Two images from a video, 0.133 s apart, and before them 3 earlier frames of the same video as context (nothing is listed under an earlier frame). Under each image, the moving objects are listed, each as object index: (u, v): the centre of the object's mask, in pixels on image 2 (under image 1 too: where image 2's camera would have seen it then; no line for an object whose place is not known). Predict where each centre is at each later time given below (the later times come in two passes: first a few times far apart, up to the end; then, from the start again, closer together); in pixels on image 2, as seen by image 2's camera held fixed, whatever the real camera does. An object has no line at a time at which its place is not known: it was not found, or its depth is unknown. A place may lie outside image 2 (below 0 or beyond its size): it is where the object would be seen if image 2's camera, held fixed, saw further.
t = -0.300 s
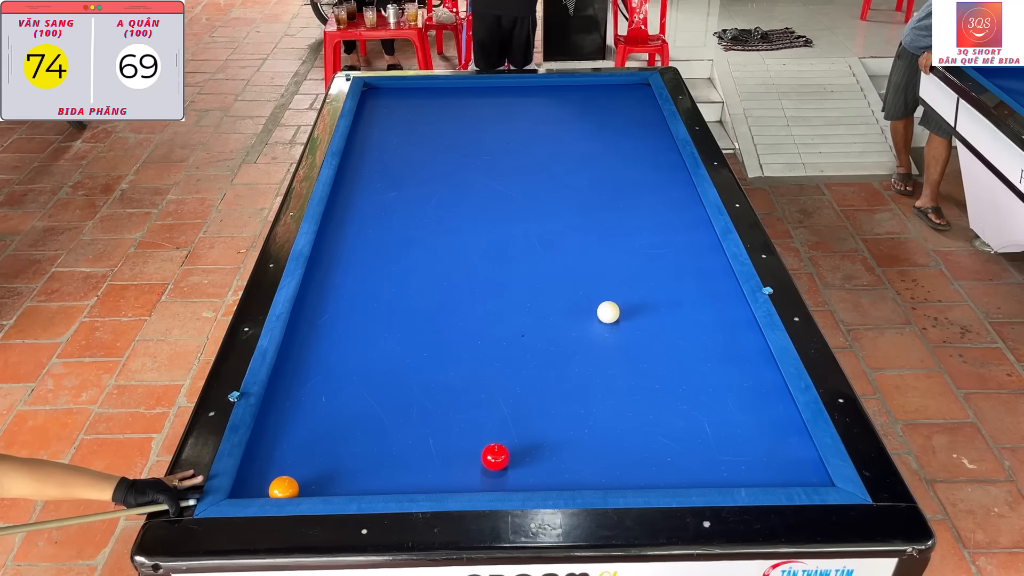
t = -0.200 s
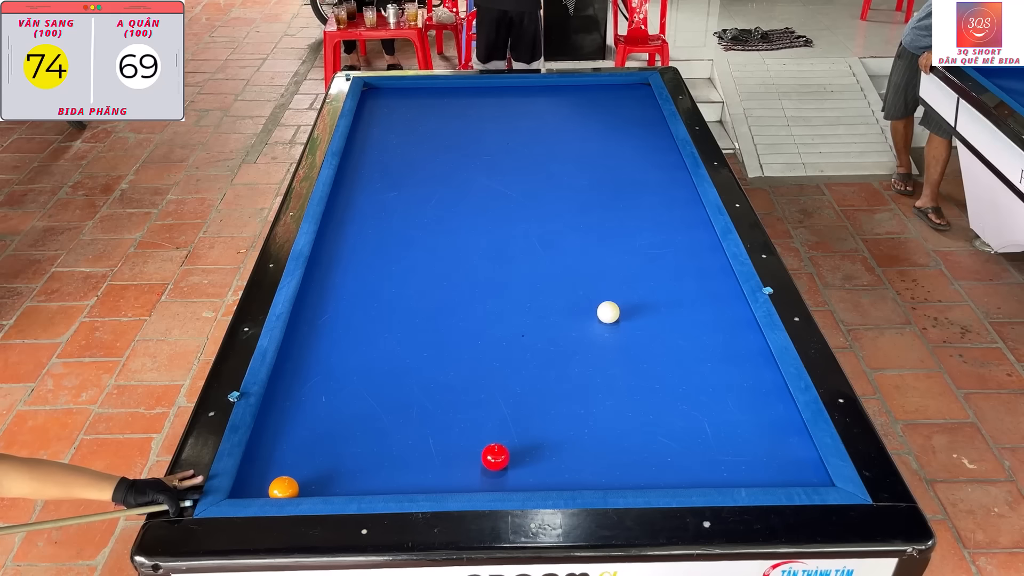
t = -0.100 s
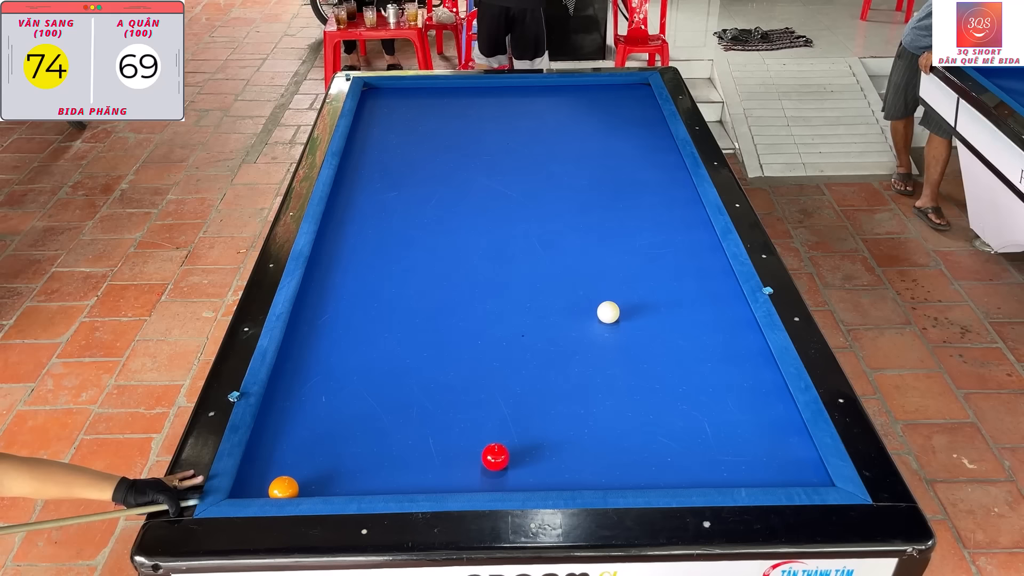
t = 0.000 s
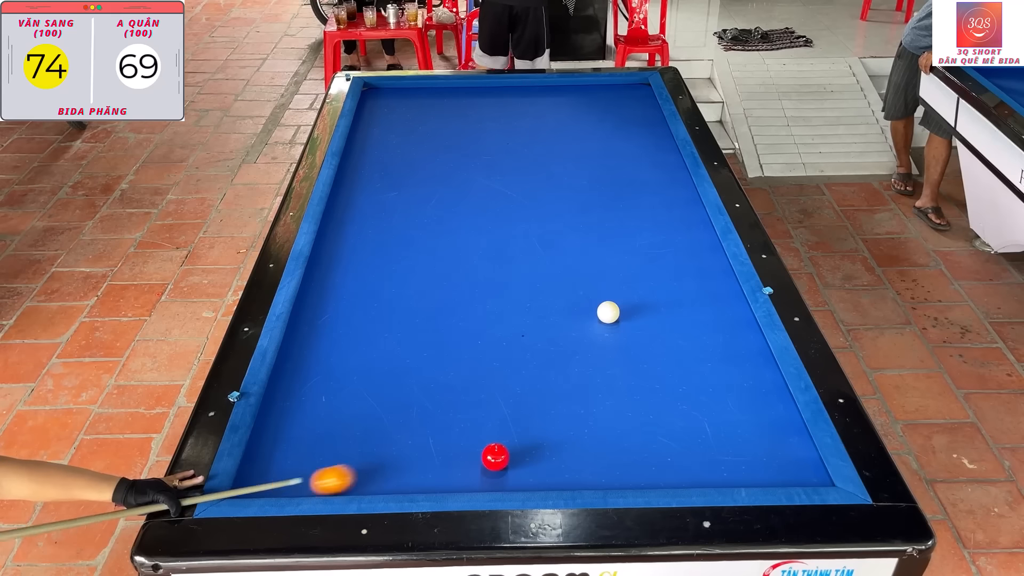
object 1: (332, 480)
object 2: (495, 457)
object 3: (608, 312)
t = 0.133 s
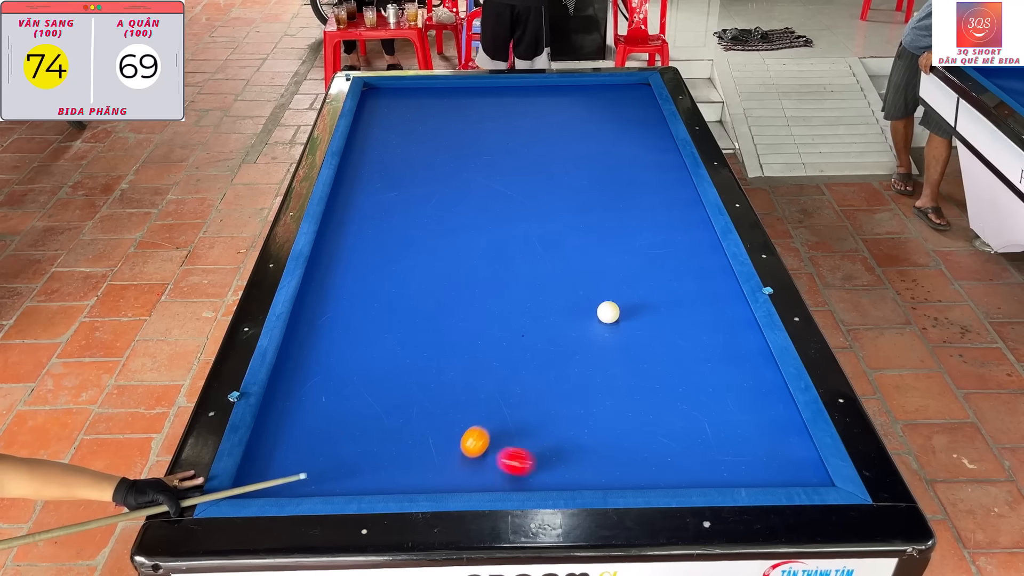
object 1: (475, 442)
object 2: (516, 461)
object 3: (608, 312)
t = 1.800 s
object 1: (631, 228)
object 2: (432, 325)
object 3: (576, 196)
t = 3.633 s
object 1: (666, 146)
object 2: (435, 245)
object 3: (401, 117)
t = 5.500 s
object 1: (619, 108)
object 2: (560, 203)
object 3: (413, 89)
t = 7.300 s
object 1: (588, 88)
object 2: (635, 178)
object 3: (445, 100)
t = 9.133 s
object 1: (578, 85)
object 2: (674, 161)
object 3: (456, 103)
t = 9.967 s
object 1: (578, 85)
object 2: (671, 158)
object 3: (456, 103)
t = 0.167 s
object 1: (484, 428)
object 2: (547, 468)
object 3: (608, 312)
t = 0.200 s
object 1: (493, 415)
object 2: (578, 474)
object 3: (608, 312)
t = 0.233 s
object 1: (502, 403)
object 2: (608, 478)
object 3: (608, 312)
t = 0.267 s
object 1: (512, 391)
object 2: (637, 479)
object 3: (608, 312)
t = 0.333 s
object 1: (533, 369)
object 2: (681, 470)
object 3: (608, 312)
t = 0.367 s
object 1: (544, 359)
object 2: (703, 464)
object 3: (608, 312)
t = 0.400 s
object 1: (555, 349)
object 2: (723, 458)
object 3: (608, 312)
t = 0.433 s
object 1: (566, 339)
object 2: (742, 453)
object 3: (608, 312)
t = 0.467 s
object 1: (578, 330)
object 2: (760, 449)
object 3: (608, 312)
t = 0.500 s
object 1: (589, 322)
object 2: (778, 444)
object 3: (609, 312)
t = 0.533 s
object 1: (591, 319)
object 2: (794, 440)
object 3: (619, 306)
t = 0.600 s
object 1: (589, 315)
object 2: (775, 432)
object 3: (643, 294)
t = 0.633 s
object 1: (588, 313)
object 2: (760, 429)
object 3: (654, 288)
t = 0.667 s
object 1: (589, 311)
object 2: (745, 425)
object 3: (664, 283)
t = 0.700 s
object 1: (589, 308)
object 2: (732, 421)
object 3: (674, 278)
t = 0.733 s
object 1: (591, 306)
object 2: (719, 418)
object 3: (683, 273)
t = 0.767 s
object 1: (592, 303)
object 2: (707, 414)
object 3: (692, 269)
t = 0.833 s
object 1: (595, 297)
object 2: (685, 408)
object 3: (708, 260)
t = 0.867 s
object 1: (596, 294)
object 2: (675, 404)
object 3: (715, 256)
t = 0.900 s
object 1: (598, 291)
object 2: (664, 401)
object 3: (712, 253)
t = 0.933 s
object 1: (599, 289)
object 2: (654, 398)
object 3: (704, 251)
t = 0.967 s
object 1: (601, 286)
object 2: (644, 394)
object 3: (697, 249)
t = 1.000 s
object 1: (602, 283)
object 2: (635, 391)
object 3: (690, 246)
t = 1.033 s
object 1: (603, 281)
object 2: (625, 388)
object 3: (684, 244)
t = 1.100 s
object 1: (606, 276)
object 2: (606, 382)
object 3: (673, 239)
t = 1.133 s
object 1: (607, 273)
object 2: (597, 379)
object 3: (668, 237)
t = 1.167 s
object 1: (609, 271)
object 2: (588, 376)
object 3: (663, 235)
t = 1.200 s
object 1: (610, 268)
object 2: (579, 373)
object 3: (657, 232)
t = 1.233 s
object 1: (611, 266)
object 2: (569, 370)
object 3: (653, 230)
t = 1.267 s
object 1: (613, 263)
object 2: (561, 367)
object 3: (647, 228)
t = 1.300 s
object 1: (614, 261)
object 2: (552, 364)
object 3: (643, 226)
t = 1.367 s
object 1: (616, 256)
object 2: (535, 359)
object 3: (633, 222)
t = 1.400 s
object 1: (618, 254)
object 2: (526, 356)
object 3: (628, 220)
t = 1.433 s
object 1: (619, 251)
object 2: (518, 353)
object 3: (623, 217)
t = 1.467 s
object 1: (620, 249)
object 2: (510, 350)
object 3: (619, 215)
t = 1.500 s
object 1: (621, 247)
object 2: (502, 348)
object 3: (614, 213)
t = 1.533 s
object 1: (622, 245)
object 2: (494, 345)
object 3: (610, 211)
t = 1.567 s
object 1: (623, 243)
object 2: (486, 342)
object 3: (605, 209)
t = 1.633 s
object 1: (626, 238)
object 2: (470, 338)
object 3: (597, 205)
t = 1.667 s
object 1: (627, 236)
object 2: (462, 335)
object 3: (592, 203)
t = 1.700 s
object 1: (628, 234)
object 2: (455, 332)
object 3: (588, 202)
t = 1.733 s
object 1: (629, 232)
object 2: (447, 330)
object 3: (584, 200)
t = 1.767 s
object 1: (630, 230)
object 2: (440, 327)
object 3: (580, 198)
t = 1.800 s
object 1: (631, 228)
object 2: (432, 325)
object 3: (576, 196)
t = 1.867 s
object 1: (633, 224)
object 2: (417, 320)
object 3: (568, 192)
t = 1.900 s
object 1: (634, 222)
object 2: (410, 318)
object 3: (564, 191)
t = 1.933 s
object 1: (635, 220)
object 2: (403, 316)
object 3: (560, 189)
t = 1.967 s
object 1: (636, 218)
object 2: (396, 313)
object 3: (556, 187)
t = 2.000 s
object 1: (637, 217)
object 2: (389, 311)
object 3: (552, 185)
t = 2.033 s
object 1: (638, 215)
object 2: (382, 309)
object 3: (548, 183)
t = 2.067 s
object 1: (639, 213)
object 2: (375, 307)
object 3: (544, 182)
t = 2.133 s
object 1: (641, 209)
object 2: (362, 302)
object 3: (537, 178)
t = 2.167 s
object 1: (642, 208)
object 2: (355, 300)
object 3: (533, 177)
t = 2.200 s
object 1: (643, 206)
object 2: (349, 298)
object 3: (530, 175)
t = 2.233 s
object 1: (644, 204)
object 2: (342, 296)
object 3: (526, 173)
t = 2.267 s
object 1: (645, 202)
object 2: (336, 294)
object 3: (522, 172)
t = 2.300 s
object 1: (646, 201)
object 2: (329, 292)
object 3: (519, 170)
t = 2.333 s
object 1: (647, 199)
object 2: (323, 290)
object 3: (515, 169)
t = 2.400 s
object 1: (648, 196)
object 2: (310, 285)
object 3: (508, 165)
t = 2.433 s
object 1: (649, 194)
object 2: (314, 284)
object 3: (505, 164)
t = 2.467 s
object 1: (650, 192)
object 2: (320, 283)
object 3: (502, 162)
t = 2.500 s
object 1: (651, 191)
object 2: (325, 282)
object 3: (499, 161)
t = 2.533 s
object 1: (652, 189)
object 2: (329, 280)
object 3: (495, 159)
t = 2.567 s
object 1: (653, 188)
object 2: (333, 279)
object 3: (492, 158)
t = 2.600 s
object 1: (654, 186)
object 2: (336, 278)
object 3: (488, 156)
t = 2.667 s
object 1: (655, 183)
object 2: (344, 275)
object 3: (482, 154)
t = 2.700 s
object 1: (656, 182)
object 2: (347, 274)
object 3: (479, 152)
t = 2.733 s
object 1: (657, 180)
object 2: (351, 273)
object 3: (476, 151)
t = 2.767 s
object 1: (658, 178)
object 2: (354, 272)
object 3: (473, 149)
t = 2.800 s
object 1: (658, 177)
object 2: (358, 271)
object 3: (470, 148)
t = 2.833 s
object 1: (659, 176)
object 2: (361, 269)
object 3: (467, 146)
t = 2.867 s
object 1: (660, 174)
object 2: (365, 268)
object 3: (464, 145)
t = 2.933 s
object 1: (661, 172)
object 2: (371, 266)
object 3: (458, 143)
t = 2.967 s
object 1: (662, 170)
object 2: (375, 265)
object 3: (454, 141)
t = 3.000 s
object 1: (663, 169)
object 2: (378, 264)
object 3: (452, 140)
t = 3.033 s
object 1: (664, 167)
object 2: (381, 263)
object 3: (449, 139)
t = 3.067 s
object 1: (664, 166)
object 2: (384, 262)
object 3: (446, 137)
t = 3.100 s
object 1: (665, 165)
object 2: (388, 260)
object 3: (443, 136)
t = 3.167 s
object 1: (666, 162)
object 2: (394, 258)
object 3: (437, 133)
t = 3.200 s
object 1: (667, 161)
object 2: (397, 257)
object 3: (435, 132)
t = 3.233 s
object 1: (667, 159)
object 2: (400, 256)
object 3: (432, 131)
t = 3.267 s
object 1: (668, 158)
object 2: (403, 255)
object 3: (429, 130)
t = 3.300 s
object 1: (669, 157)
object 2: (407, 254)
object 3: (426, 129)
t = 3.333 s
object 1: (670, 156)
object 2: (409, 253)
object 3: (424, 127)
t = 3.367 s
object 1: (670, 154)
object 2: (412, 252)
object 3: (421, 126)
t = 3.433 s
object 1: (671, 152)
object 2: (418, 250)
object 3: (416, 124)
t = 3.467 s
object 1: (671, 151)
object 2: (421, 249)
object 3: (413, 123)
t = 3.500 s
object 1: (670, 150)
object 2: (424, 248)
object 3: (411, 121)
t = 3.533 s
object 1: (669, 149)
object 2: (427, 247)
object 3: (408, 120)
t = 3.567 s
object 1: (668, 148)
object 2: (430, 246)
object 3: (406, 119)
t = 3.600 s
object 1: (667, 147)
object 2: (433, 246)
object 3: (403, 118)
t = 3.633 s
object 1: (666, 146)
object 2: (435, 245)
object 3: (401, 117)
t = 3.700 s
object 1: (664, 144)
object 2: (441, 243)
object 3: (396, 115)
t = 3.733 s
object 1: (663, 144)
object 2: (444, 242)
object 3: (393, 114)
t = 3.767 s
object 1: (662, 143)
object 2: (447, 241)
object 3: (391, 113)
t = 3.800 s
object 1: (661, 142)
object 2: (449, 240)
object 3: (389, 111)
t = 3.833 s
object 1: (660, 141)
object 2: (452, 239)
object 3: (386, 110)
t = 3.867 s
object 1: (659, 140)
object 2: (454, 238)
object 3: (384, 109)
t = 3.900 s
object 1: (658, 139)
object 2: (457, 238)
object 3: (381, 108)
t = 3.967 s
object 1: (656, 138)
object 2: (462, 236)
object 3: (377, 106)
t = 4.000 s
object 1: (655, 137)
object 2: (465, 235)
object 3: (375, 105)
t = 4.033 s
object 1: (654, 136)
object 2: (467, 234)
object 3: (372, 104)
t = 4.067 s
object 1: (653, 135)
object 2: (470, 233)
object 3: (370, 103)
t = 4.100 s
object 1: (652, 134)
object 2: (472, 232)
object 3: (368, 102)
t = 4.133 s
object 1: (651, 134)
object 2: (475, 232)
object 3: (366, 101)
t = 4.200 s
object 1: (649, 132)
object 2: (480, 230)
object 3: (368, 100)
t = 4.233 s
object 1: (648, 131)
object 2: (482, 229)
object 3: (370, 99)
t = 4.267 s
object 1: (647, 131)
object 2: (484, 228)
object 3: (371, 99)
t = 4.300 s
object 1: (647, 130)
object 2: (487, 228)
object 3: (373, 98)
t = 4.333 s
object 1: (646, 129)
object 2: (489, 227)
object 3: (374, 97)
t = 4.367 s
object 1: (645, 128)
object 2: (491, 226)
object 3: (376, 97)
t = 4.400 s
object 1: (644, 128)
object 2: (494, 225)
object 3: (377, 96)
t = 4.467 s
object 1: (642, 126)
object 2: (498, 224)
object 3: (380, 95)
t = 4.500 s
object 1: (641, 125)
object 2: (501, 223)
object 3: (382, 94)
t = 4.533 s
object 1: (641, 125)
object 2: (503, 222)
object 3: (383, 93)
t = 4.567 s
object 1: (640, 124)
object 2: (505, 221)
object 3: (385, 93)
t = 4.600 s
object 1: (639, 124)
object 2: (507, 221)
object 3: (386, 92)
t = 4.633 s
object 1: (638, 123)
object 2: (509, 220)
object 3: (387, 92)
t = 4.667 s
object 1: (637, 122)
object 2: (512, 219)
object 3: (389, 91)
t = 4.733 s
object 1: (636, 121)
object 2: (516, 218)
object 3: (391, 90)
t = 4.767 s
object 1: (635, 120)
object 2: (518, 217)
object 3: (393, 89)
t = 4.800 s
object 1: (634, 120)
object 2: (520, 217)
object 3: (394, 89)
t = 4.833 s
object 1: (634, 119)
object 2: (522, 216)
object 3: (395, 88)
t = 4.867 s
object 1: (633, 118)
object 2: (524, 215)
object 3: (397, 88)
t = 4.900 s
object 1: (632, 118)
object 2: (526, 214)
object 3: (398, 87)
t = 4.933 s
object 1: (631, 117)
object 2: (528, 214)
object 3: (399, 86)
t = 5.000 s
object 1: (630, 116)
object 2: (532, 212)
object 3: (402, 85)
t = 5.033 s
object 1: (629, 115)
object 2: (534, 212)
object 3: (402, 86)
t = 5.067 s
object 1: (628, 115)
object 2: (536, 211)
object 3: (403, 86)
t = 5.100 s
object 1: (628, 114)
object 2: (538, 210)
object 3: (404, 86)
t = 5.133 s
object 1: (627, 114)
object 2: (540, 210)
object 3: (405, 86)
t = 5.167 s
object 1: (626, 113)
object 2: (542, 209)
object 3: (406, 87)
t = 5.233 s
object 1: (625, 112)
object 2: (546, 208)
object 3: (407, 87)
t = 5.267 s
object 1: (624, 111)
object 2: (547, 207)
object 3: (408, 87)
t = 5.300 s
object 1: (623, 111)
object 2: (549, 207)
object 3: (409, 88)
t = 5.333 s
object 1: (623, 110)
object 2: (551, 206)
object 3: (409, 88)
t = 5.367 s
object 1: (622, 110)
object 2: (553, 205)
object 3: (410, 88)
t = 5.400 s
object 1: (621, 109)
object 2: (555, 205)
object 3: (411, 89)
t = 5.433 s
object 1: (621, 109)
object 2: (556, 204)
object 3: (411, 89)
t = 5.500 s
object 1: (619, 108)
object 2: (560, 203)
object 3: (413, 89)
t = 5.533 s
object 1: (619, 107)
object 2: (562, 202)
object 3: (414, 90)
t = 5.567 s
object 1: (618, 107)
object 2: (563, 202)
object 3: (414, 90)
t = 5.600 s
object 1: (617, 106)
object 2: (565, 201)
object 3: (415, 90)
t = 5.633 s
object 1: (616, 106)
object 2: (567, 201)
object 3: (416, 90)
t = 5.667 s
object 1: (616, 105)
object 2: (568, 200)
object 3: (417, 91)
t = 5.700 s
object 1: (615, 105)
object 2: (570, 200)
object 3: (417, 91)
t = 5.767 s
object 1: (614, 104)
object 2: (573, 198)
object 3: (419, 91)
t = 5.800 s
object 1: (613, 103)
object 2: (575, 198)
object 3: (419, 91)
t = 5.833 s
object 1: (613, 103)
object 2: (576, 197)
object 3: (420, 92)
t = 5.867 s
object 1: (612, 103)
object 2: (578, 197)
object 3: (421, 92)
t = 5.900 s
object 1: (611, 102)
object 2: (580, 196)
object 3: (421, 92)
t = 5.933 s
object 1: (610, 102)
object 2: (581, 196)
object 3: (422, 92)
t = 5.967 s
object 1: (610, 101)
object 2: (583, 195)
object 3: (423, 93)
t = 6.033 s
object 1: (609, 100)
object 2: (586, 194)
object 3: (424, 93)
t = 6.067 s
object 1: (608, 100)
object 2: (587, 194)
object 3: (425, 93)
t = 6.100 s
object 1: (607, 100)
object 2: (589, 193)
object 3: (425, 93)
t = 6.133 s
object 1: (607, 99)
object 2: (590, 193)
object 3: (426, 94)
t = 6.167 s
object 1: (606, 99)
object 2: (592, 192)
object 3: (427, 94)
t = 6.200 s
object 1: (605, 98)
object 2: (593, 192)
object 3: (427, 94)
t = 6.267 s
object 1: (604, 98)
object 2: (596, 191)
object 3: (429, 95)
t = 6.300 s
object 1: (604, 97)
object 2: (598, 190)
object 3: (429, 95)
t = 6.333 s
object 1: (603, 97)
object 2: (599, 190)
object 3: (430, 95)
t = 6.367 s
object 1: (602, 96)
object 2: (601, 189)
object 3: (431, 95)
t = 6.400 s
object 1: (602, 96)
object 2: (602, 189)
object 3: (431, 95)
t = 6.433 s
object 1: (601, 96)
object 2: (603, 188)
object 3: (432, 96)
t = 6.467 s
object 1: (601, 95)
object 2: (605, 188)
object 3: (432, 96)
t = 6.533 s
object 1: (600, 95)
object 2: (608, 187)
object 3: (433, 96)
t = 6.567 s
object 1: (599, 94)
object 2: (609, 187)
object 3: (434, 96)
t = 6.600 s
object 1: (598, 94)
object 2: (610, 186)
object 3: (435, 96)
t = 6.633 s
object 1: (598, 94)
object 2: (612, 186)
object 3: (435, 97)
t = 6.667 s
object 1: (597, 93)
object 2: (613, 185)
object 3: (436, 97)
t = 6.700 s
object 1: (597, 93)
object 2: (614, 185)
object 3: (436, 97)
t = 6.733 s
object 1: (596, 93)
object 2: (615, 185)
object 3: (437, 97)
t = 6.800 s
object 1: (595, 92)
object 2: (618, 184)
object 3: (438, 97)
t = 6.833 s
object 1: (595, 92)
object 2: (619, 183)
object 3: (439, 98)
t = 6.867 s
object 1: (594, 91)
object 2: (620, 183)
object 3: (439, 98)
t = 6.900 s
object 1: (594, 91)
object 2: (622, 183)
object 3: (440, 98)
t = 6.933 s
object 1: (593, 91)
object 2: (623, 182)
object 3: (440, 98)
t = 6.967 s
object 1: (593, 91)
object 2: (624, 182)
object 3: (441, 98)
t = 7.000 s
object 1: (592, 90)
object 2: (625, 181)
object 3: (441, 98)
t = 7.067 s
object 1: (591, 89)
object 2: (627, 180)
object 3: (442, 99)
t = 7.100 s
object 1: (591, 89)
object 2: (628, 180)
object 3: (443, 99)
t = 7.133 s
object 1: (591, 89)
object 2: (630, 180)
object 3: (443, 99)
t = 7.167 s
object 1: (590, 89)
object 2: (631, 179)
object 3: (444, 99)
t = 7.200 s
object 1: (590, 88)
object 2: (632, 179)
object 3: (444, 99)
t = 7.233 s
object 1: (589, 88)
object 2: (633, 179)
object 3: (444, 99)
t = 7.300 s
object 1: (588, 88)
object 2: (635, 178)
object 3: (445, 100)
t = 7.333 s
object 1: (588, 87)
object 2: (636, 178)
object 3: (446, 100)
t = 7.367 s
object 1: (588, 87)
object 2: (637, 177)
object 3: (446, 100)
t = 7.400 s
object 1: (587, 87)
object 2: (638, 177)
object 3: (446, 100)
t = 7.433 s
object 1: (587, 87)
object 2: (639, 176)
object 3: (447, 100)
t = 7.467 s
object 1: (586, 86)
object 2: (640, 176)
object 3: (447, 100)
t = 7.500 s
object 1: (586, 86)
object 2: (641, 176)
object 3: (448, 100)
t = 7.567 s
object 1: (585, 86)
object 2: (643, 175)
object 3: (448, 101)
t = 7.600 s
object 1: (585, 85)
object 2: (644, 175)
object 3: (449, 101)
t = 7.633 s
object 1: (584, 85)
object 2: (645, 174)
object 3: (449, 101)
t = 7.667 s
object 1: (584, 85)
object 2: (646, 174)
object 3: (449, 101)
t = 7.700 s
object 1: (584, 85)
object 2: (647, 174)
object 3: (450, 101)
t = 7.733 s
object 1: (583, 84)
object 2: (648, 173)
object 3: (450, 101)
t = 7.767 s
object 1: (583, 84)
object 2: (648, 173)
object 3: (450, 101)
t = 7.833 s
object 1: (582, 84)
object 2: (650, 173)
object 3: (451, 101)
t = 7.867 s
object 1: (582, 84)
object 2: (651, 172)
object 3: (451, 101)
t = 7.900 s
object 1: (582, 83)
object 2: (652, 172)
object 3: (451, 101)
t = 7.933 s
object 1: (581, 83)
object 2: (653, 172)
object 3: (452, 102)
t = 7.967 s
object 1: (581, 83)
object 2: (653, 171)
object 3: (452, 102)
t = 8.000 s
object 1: (581, 83)
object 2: (654, 171)
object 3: (452, 102)
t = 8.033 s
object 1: (580, 83)
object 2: (655, 171)
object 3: (452, 102)
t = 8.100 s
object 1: (580, 83)
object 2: (657, 170)
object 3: (453, 102)
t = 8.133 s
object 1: (580, 83)
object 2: (657, 170)
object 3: (453, 102)
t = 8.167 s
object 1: (580, 83)
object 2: (658, 169)
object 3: (453, 102)
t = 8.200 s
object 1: (579, 83)
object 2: (659, 169)
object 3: (454, 102)
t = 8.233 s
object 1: (579, 83)
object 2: (659, 169)
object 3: (454, 102)
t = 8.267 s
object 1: (579, 83)
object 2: (660, 169)
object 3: (454, 102)
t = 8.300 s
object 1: (579, 83)
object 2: (661, 168)
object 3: (454, 102)
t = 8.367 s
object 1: (579, 83)
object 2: (662, 167)
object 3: (455, 102)
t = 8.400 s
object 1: (579, 83)
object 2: (663, 167)
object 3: (455, 102)
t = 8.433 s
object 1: (579, 84)
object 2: (663, 167)
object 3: (455, 103)
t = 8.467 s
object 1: (579, 84)
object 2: (664, 167)
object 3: (455, 103)
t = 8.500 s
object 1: (579, 84)
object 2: (665, 167)
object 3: (455, 103)
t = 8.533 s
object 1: (579, 84)
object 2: (665, 166)
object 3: (455, 103)
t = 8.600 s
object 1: (579, 84)
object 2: (666, 166)
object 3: (456, 103)
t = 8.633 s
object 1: (578, 84)
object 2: (667, 165)
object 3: (456, 103)
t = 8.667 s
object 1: (578, 84)
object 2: (668, 165)
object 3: (456, 103)
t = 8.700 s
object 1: (578, 84)
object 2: (668, 165)
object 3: (456, 103)
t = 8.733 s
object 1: (578, 84)
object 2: (669, 165)
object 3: (456, 103)
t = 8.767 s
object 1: (578, 84)
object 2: (669, 164)
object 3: (456, 103)
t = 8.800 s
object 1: (578, 84)
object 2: (670, 164)
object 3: (456, 103)
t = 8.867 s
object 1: (578, 85)
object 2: (670, 164)
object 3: (457, 103)
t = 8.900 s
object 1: (578, 85)
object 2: (671, 163)
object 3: (457, 103)
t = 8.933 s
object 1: (578, 85)
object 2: (672, 163)
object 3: (457, 103)
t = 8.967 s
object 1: (578, 85)
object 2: (672, 163)
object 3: (457, 103)
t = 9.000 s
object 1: (578, 85)
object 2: (672, 162)
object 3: (457, 103)
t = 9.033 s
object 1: (578, 85)
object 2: (673, 162)
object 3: (456, 103)
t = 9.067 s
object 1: (578, 85)
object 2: (673, 162)
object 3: (456, 103)
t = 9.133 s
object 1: (578, 85)
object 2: (674, 161)
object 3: (456, 103)
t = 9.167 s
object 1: (578, 85)
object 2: (674, 161)
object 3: (456, 103)
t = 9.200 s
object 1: (578, 85)
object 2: (674, 161)
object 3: (456, 103)
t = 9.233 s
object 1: (578, 85)
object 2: (674, 160)
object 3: (457, 103)
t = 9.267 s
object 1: (578, 85)
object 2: (675, 160)
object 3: (456, 103)
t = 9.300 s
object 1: (578, 85)
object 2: (675, 160)
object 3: (457, 103)
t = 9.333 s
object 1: (578, 85)
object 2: (675, 159)
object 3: (456, 103)
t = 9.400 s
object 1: (578, 85)
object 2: (675, 159)
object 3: (456, 103)
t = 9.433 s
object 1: (578, 85)
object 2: (675, 159)
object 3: (456, 103)
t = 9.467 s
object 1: (578, 85)
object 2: (675, 159)
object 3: (456, 103)
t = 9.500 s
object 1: (578, 85)
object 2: (674, 159)
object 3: (456, 103)
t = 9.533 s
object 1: (578, 85)
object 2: (674, 159)
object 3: (456, 103)
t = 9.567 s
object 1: (578, 85)
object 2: (674, 159)
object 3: (456, 103)
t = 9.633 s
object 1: (578, 85)
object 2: (673, 159)
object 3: (456, 103)
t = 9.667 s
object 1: (578, 85)
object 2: (673, 158)
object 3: (456, 103)
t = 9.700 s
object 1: (578, 85)
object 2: (673, 158)
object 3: (456, 103)
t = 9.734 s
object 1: (578, 85)
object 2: (673, 158)
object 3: (456, 103)
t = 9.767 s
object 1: (578, 85)
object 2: (672, 158)
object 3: (456, 103)
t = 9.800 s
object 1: (578, 85)
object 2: (672, 158)
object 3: (456, 103)
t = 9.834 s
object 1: (578, 85)
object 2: (672, 158)
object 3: (456, 103)
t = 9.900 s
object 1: (578, 85)
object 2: (671, 158)
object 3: (456, 103)
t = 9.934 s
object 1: (578, 85)
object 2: (671, 158)
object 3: (456, 103)
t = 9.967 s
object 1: (578, 85)
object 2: (671, 158)
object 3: (456, 103)
